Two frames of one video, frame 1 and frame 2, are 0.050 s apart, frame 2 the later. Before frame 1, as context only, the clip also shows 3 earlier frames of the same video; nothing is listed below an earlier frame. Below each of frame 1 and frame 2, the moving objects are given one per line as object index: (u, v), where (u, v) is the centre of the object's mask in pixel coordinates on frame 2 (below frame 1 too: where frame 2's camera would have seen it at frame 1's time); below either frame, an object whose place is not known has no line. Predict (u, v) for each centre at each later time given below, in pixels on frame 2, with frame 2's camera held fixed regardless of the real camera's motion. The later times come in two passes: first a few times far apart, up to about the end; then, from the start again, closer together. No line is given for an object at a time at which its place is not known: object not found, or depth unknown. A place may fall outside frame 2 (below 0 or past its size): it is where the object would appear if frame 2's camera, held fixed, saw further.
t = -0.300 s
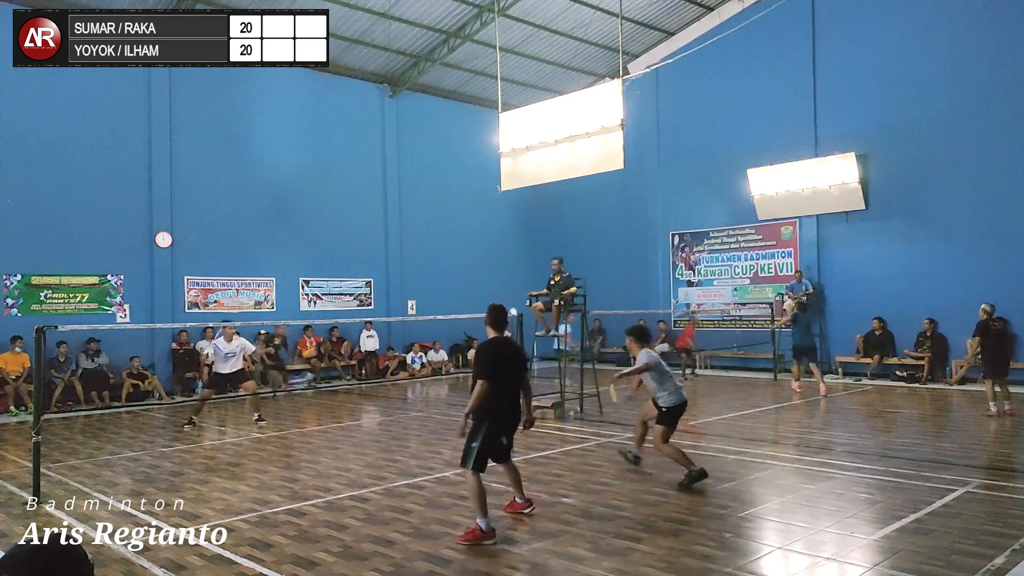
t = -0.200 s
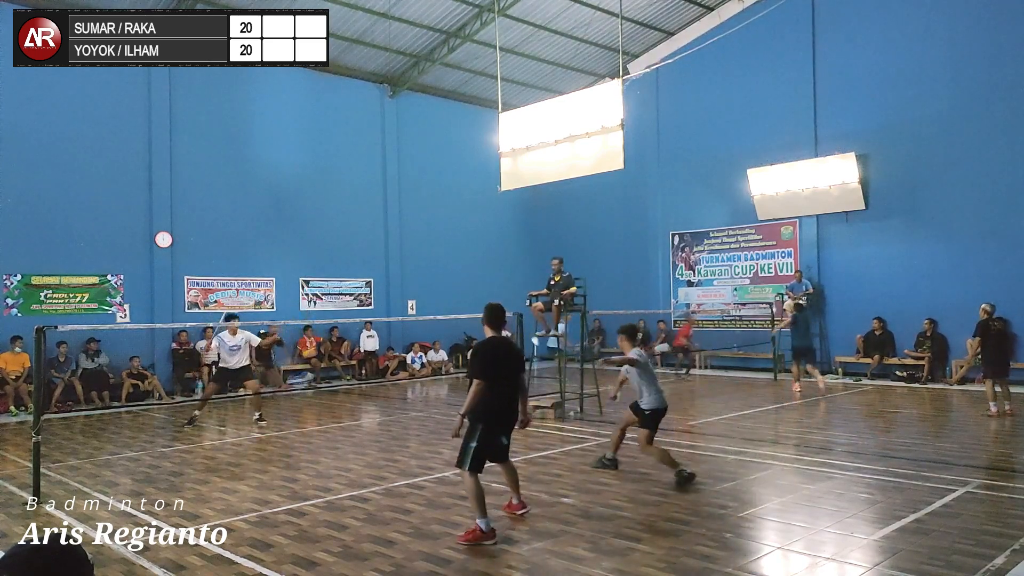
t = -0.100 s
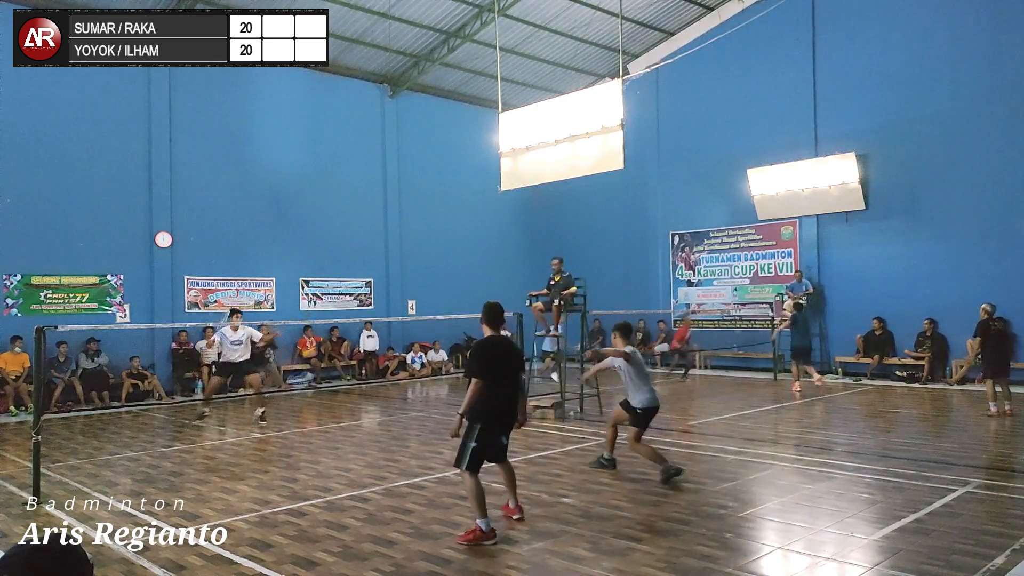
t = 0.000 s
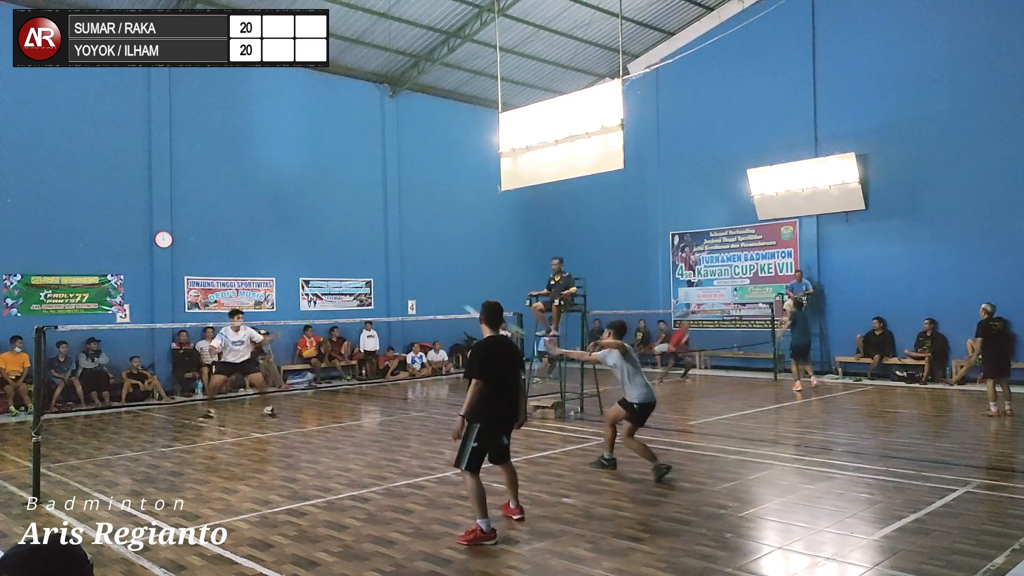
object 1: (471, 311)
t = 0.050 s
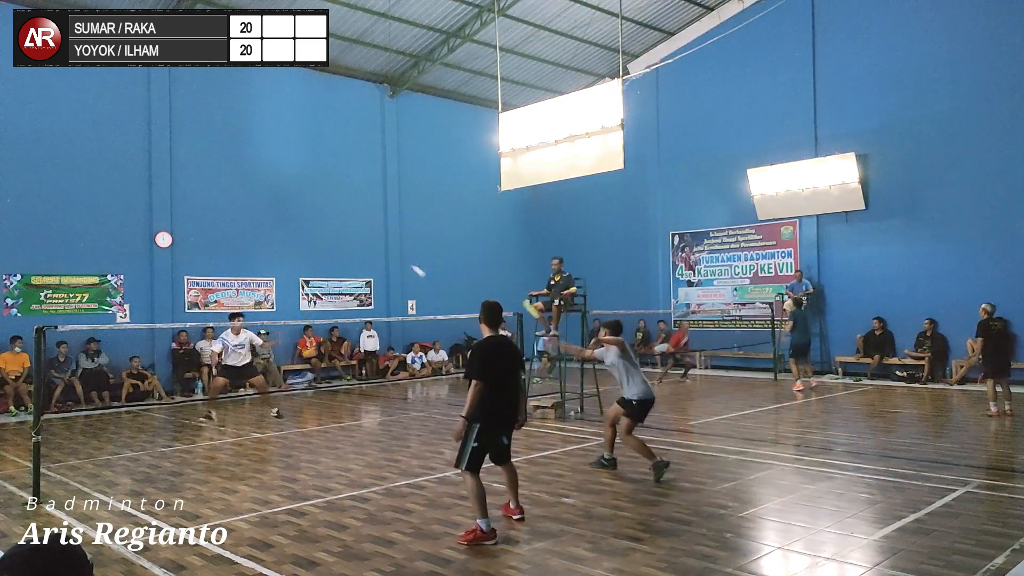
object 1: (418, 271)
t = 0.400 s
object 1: (245, 167)
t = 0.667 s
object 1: (184, 172)
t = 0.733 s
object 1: (173, 180)
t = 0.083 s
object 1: (392, 250)
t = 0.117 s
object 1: (367, 233)
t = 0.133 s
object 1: (357, 226)
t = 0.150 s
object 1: (346, 219)
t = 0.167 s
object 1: (337, 212)
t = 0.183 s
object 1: (328, 206)
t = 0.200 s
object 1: (320, 201)
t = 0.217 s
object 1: (312, 196)
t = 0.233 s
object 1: (305, 192)
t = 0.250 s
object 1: (297, 188)
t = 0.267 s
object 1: (291, 184)
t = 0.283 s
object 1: (284, 182)
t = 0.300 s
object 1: (278, 178)
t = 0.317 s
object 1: (272, 176)
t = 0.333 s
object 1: (266, 174)
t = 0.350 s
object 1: (260, 172)
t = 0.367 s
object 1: (255, 170)
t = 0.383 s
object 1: (250, 168)
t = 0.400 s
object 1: (245, 167)
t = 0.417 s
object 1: (240, 166)
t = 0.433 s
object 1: (235, 165)
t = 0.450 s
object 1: (231, 164)
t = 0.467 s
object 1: (226, 164)
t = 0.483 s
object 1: (222, 163)
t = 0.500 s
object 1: (218, 163)
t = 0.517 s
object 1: (214, 163)
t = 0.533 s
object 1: (211, 164)
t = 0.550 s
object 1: (207, 164)
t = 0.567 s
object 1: (203, 165)
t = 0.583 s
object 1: (200, 165)
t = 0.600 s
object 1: (197, 166)
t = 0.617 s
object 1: (193, 168)
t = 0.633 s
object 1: (190, 169)
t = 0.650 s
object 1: (187, 170)
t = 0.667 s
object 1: (184, 172)
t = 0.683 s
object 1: (181, 174)
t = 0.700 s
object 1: (178, 176)
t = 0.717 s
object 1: (176, 178)
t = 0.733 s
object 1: (173, 180)
